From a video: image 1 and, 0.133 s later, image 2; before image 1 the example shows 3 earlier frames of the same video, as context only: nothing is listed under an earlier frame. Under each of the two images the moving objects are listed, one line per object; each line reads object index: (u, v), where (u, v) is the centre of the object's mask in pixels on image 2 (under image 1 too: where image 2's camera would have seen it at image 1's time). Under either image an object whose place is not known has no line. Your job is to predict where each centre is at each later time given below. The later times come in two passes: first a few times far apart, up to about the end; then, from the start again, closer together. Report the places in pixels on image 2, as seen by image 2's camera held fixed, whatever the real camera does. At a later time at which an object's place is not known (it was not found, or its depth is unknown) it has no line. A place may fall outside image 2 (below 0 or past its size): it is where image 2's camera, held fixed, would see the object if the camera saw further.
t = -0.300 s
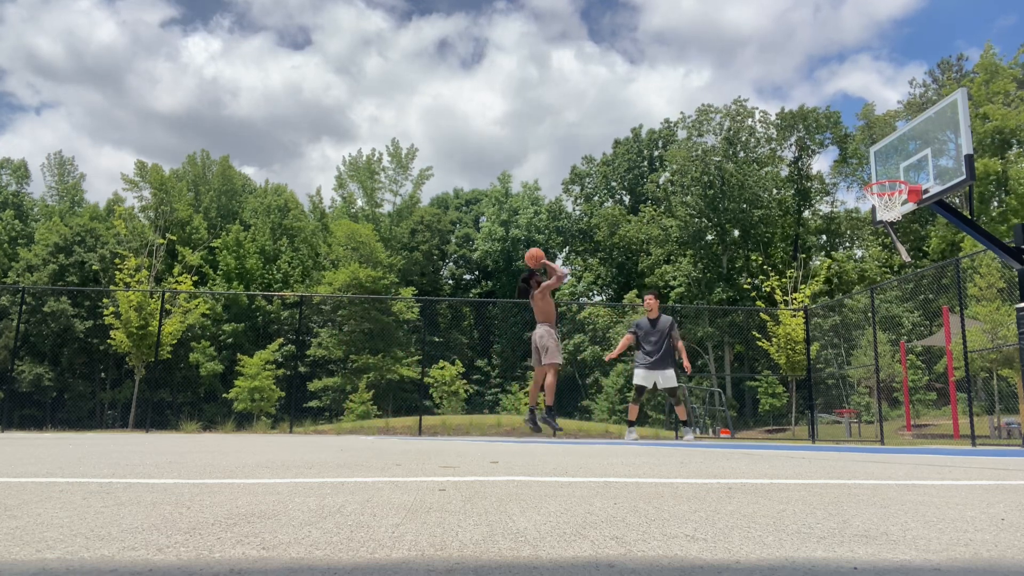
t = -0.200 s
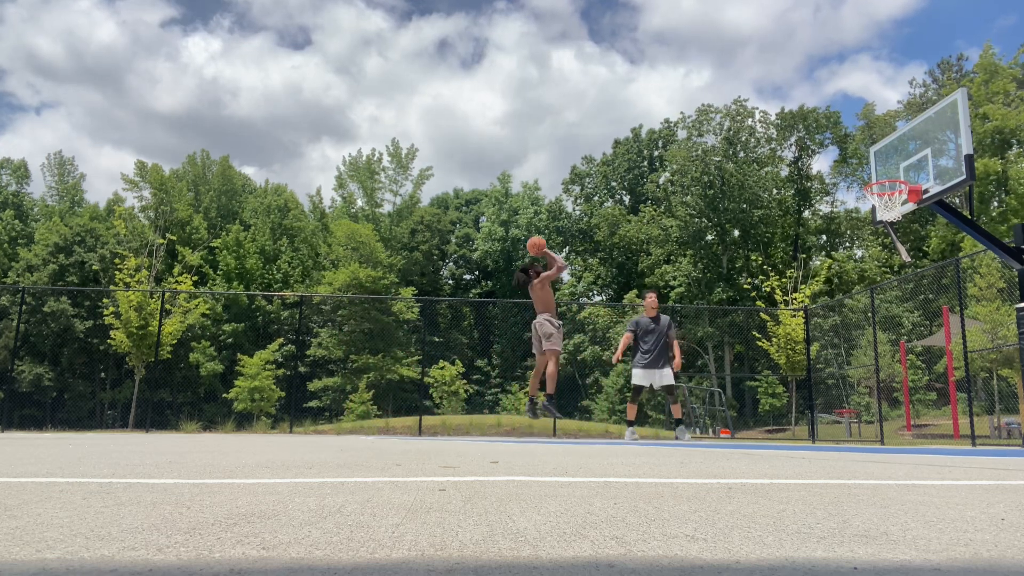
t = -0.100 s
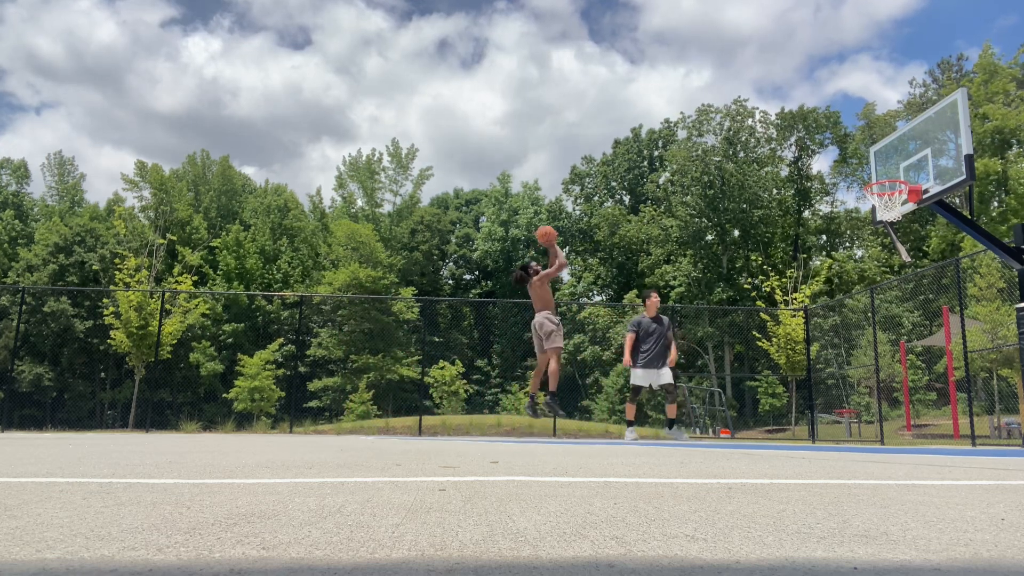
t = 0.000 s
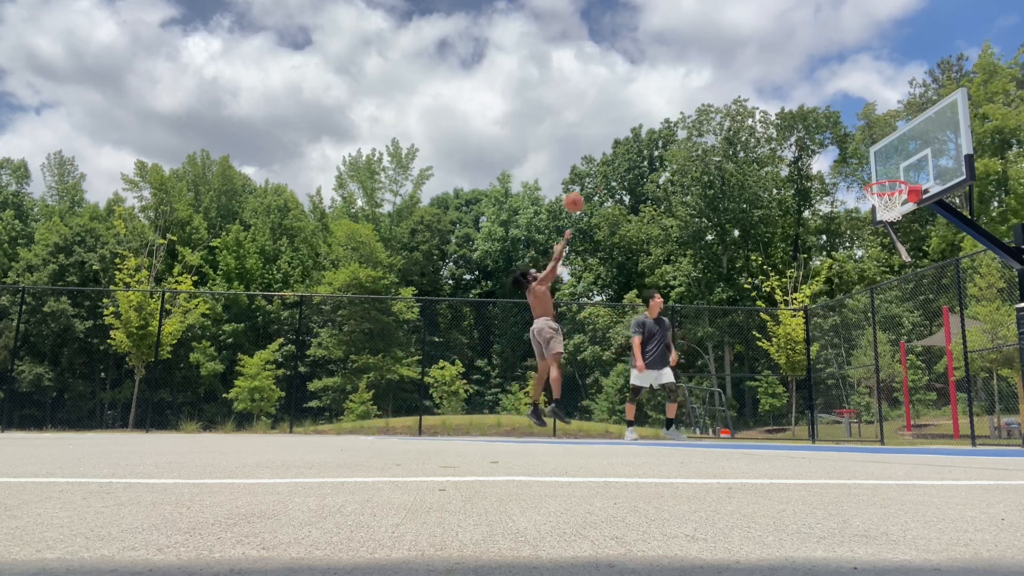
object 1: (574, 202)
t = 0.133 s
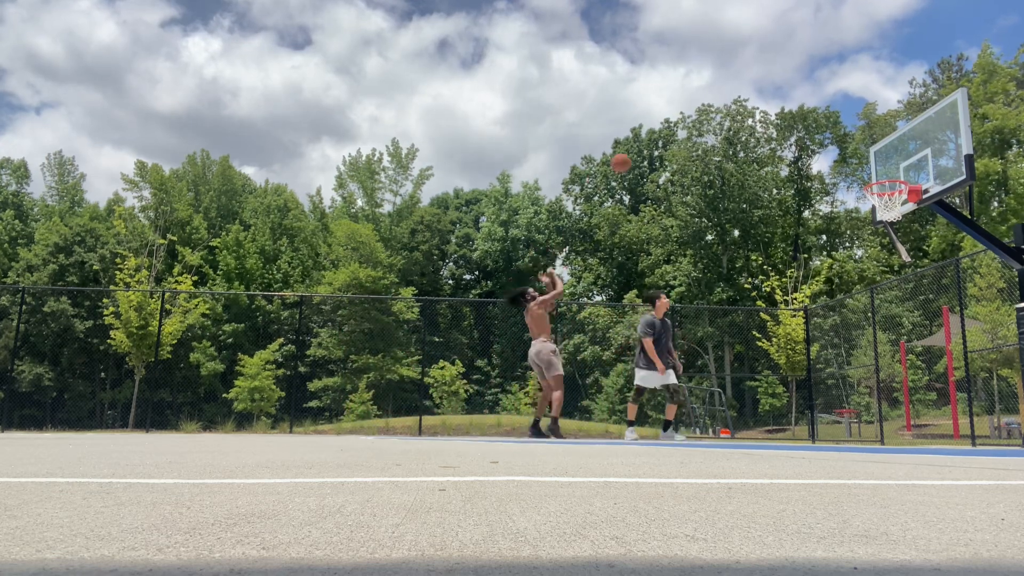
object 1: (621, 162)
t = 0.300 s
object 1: (677, 133)
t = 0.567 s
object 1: (768, 130)
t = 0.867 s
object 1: (865, 180)
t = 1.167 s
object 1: (894, 156)
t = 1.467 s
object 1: (867, 176)
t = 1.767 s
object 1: (837, 183)
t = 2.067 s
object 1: (808, 241)
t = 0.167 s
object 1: (632, 155)
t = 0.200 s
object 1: (644, 148)
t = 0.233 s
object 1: (655, 142)
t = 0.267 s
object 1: (666, 137)
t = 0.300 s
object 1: (677, 133)
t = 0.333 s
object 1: (689, 130)
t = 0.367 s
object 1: (700, 128)
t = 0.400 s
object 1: (712, 126)
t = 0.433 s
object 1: (723, 126)
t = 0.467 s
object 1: (734, 125)
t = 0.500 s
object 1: (746, 126)
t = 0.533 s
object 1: (756, 128)
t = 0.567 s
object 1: (768, 130)
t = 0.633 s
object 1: (790, 136)
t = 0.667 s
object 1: (802, 142)
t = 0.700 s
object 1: (813, 147)
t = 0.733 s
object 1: (825, 154)
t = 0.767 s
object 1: (836, 161)
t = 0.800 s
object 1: (847, 169)
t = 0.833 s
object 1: (860, 178)
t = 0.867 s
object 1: (865, 180)
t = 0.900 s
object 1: (869, 175)
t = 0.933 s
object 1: (873, 170)
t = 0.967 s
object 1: (877, 166)
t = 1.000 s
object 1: (880, 162)
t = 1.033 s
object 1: (884, 159)
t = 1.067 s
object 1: (887, 158)
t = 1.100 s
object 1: (890, 156)
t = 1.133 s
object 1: (894, 156)
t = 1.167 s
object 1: (894, 156)
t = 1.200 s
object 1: (892, 154)
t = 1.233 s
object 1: (889, 155)
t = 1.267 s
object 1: (885, 156)
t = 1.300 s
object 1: (882, 157)
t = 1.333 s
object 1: (880, 159)
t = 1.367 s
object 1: (877, 163)
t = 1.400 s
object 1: (873, 166)
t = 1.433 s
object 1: (871, 171)
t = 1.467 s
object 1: (867, 176)
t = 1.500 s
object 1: (864, 182)
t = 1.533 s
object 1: (861, 182)
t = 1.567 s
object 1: (858, 180)
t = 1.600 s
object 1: (854, 179)
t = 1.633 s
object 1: (851, 178)
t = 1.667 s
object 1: (847, 178)
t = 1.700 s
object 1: (843, 179)
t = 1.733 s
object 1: (840, 181)
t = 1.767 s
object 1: (837, 183)
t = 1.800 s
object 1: (833, 187)
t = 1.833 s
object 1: (829, 191)
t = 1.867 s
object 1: (827, 196)
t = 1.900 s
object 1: (823, 201)
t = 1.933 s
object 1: (820, 208)
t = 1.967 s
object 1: (817, 216)
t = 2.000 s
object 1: (814, 224)
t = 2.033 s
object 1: (811, 232)
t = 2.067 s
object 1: (808, 241)
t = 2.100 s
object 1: (805, 252)
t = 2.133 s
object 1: (802, 262)
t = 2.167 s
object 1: (800, 274)
